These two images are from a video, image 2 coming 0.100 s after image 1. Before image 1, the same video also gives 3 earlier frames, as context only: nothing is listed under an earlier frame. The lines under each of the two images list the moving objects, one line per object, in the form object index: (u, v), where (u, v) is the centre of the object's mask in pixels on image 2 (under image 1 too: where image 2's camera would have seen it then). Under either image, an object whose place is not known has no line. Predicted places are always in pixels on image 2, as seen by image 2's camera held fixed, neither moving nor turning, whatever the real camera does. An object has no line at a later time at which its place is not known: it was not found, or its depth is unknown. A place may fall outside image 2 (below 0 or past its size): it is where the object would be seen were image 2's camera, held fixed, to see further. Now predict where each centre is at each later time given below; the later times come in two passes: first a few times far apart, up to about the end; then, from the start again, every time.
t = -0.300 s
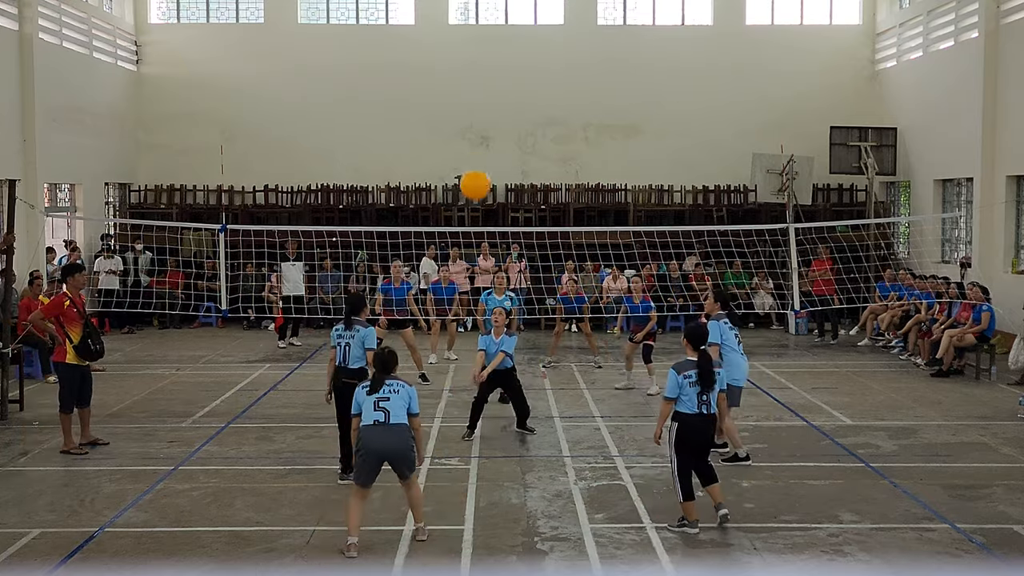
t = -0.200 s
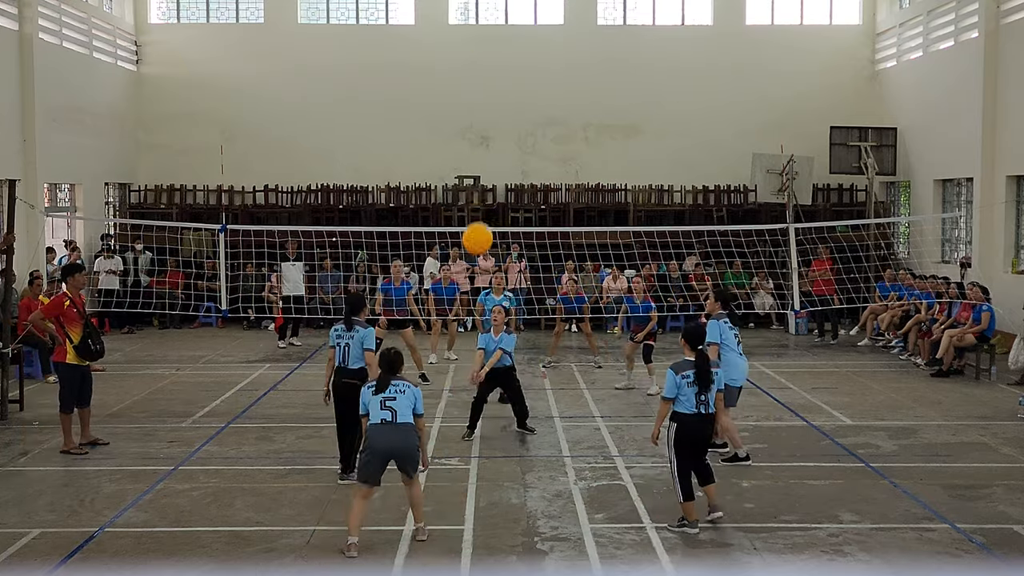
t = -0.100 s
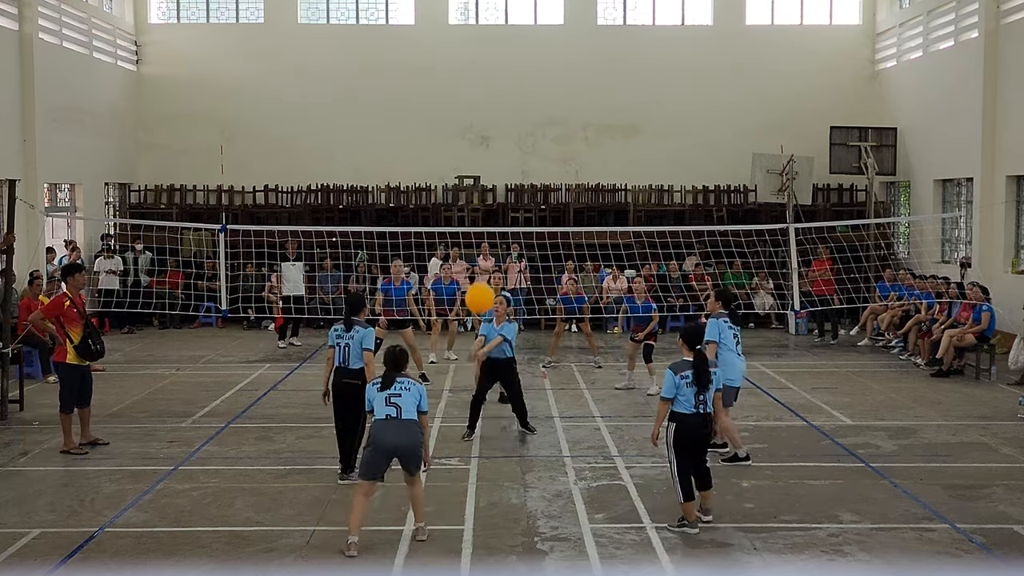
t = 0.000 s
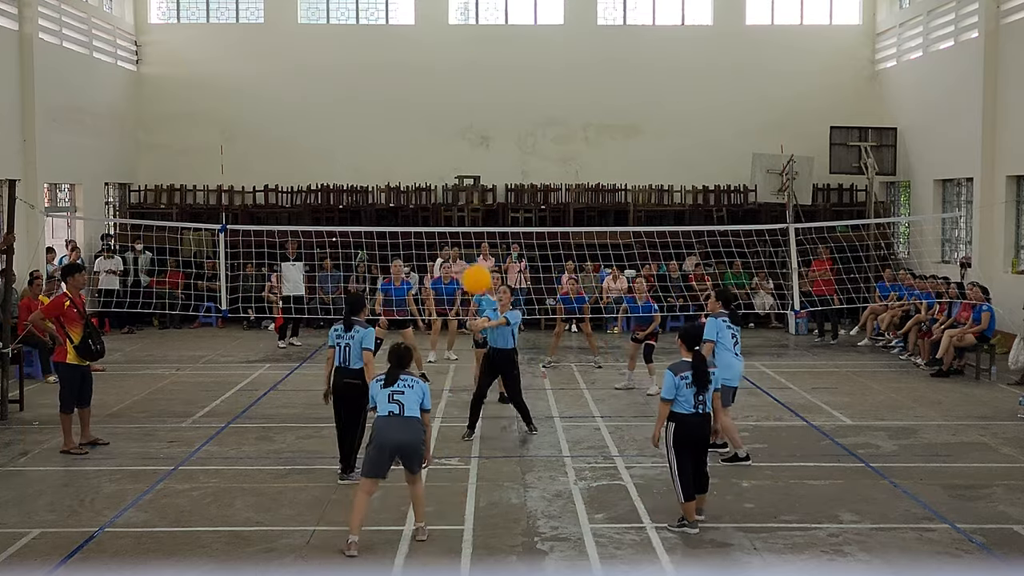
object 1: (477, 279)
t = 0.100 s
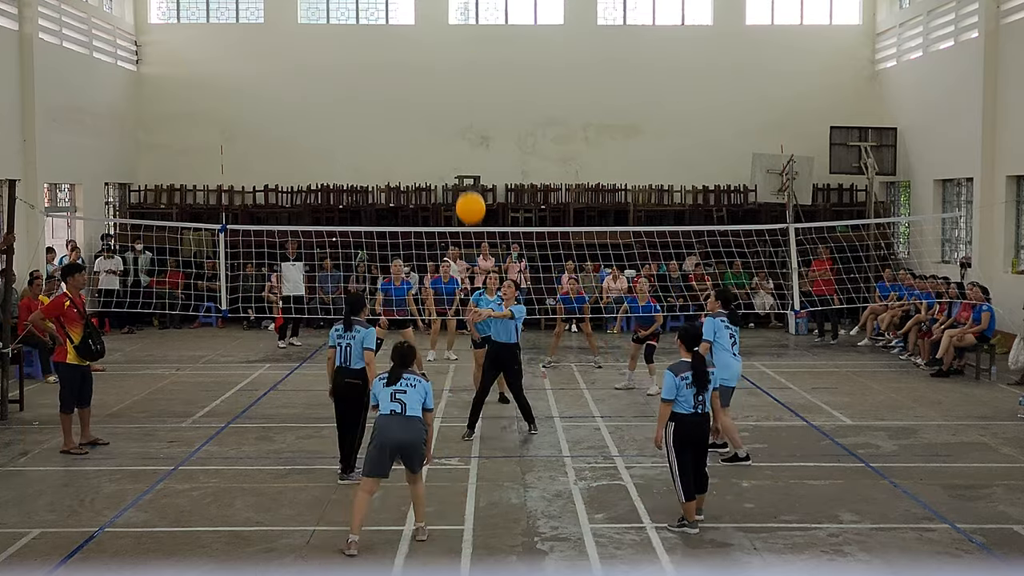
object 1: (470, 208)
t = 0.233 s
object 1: (462, 129)
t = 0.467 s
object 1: (448, 40)
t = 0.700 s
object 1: (433, 13)
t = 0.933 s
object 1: (420, 42)
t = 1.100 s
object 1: (410, 99)
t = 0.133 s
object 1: (468, 187)
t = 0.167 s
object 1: (466, 166)
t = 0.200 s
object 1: (464, 147)
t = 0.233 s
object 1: (462, 129)
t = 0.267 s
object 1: (460, 112)
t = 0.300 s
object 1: (458, 96)
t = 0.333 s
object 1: (456, 83)
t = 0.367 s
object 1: (454, 70)
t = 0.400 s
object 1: (451, 59)
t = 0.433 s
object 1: (450, 49)
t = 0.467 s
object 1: (448, 40)
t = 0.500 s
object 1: (445, 33)
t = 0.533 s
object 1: (443, 27)
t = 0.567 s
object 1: (441, 21)
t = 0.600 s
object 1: (439, 17)
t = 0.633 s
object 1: (437, 15)
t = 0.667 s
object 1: (435, 13)
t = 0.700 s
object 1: (433, 13)
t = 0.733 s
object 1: (432, 14)
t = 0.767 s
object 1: (430, 15)
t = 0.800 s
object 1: (428, 18)
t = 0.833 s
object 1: (426, 22)
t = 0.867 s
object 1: (424, 27)
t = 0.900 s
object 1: (422, 34)
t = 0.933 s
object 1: (420, 42)
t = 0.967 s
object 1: (418, 51)
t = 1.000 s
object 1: (416, 61)
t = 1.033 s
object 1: (414, 72)
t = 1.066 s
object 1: (412, 85)
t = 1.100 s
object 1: (410, 99)
